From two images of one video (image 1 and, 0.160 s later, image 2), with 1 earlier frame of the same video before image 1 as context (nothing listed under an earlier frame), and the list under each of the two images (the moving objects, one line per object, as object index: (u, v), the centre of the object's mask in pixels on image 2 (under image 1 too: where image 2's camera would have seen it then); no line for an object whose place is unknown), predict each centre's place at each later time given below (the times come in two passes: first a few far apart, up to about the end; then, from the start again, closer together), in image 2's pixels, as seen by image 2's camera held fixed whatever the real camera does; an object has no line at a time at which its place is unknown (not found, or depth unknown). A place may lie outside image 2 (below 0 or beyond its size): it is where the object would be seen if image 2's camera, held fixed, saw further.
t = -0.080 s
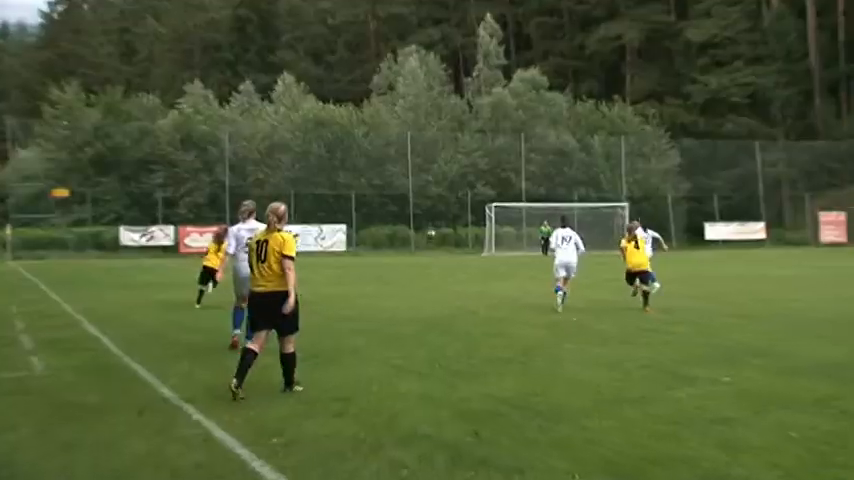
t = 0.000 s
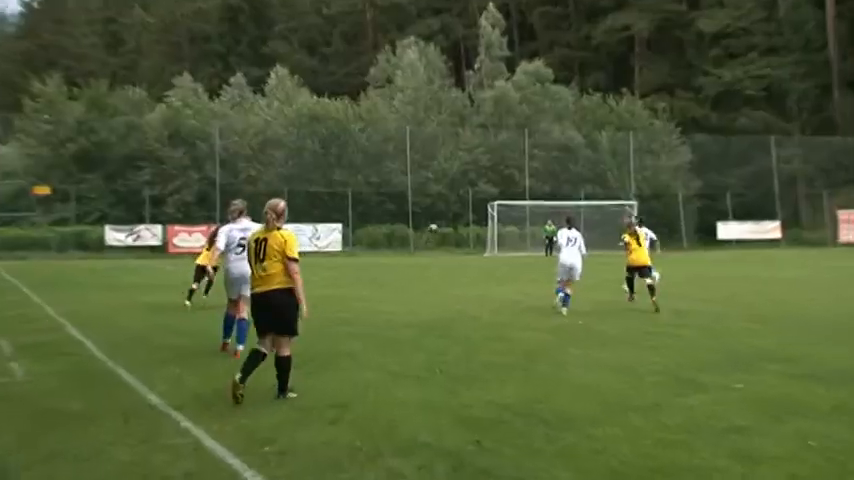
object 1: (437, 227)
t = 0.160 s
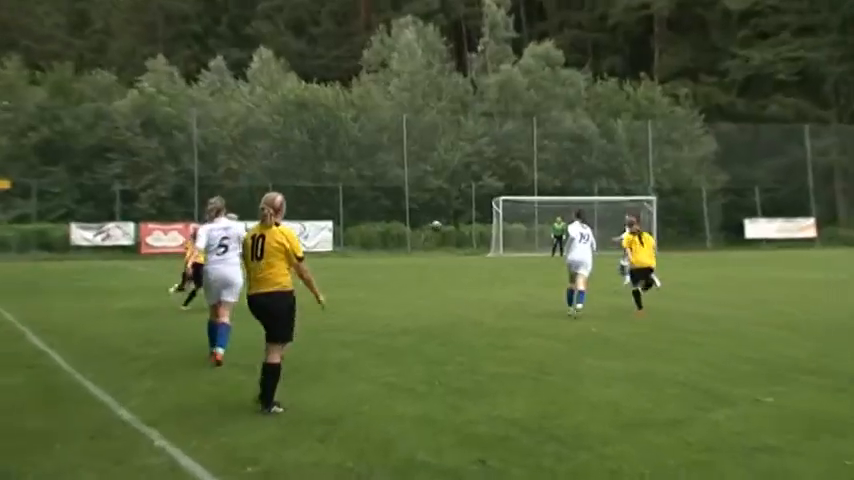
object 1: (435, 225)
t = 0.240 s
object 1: (436, 225)
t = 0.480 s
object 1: (437, 259)
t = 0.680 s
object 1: (440, 275)
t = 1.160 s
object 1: (451, 263)
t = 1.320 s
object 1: (455, 270)
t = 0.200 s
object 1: (435, 226)
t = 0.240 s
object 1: (436, 225)
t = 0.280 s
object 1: (437, 229)
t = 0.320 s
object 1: (437, 231)
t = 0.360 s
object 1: (436, 240)
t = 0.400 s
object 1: (436, 243)
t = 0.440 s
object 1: (435, 250)
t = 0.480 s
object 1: (437, 259)
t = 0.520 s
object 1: (438, 267)
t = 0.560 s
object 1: (438, 276)
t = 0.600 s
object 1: (439, 286)
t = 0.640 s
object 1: (440, 280)
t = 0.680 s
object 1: (440, 275)
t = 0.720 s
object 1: (440, 267)
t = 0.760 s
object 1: (441, 262)
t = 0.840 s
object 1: (443, 252)
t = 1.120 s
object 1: (449, 258)
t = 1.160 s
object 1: (451, 263)
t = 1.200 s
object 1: (453, 270)
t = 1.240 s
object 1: (454, 276)
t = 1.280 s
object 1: (455, 276)
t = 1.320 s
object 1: (455, 270)
